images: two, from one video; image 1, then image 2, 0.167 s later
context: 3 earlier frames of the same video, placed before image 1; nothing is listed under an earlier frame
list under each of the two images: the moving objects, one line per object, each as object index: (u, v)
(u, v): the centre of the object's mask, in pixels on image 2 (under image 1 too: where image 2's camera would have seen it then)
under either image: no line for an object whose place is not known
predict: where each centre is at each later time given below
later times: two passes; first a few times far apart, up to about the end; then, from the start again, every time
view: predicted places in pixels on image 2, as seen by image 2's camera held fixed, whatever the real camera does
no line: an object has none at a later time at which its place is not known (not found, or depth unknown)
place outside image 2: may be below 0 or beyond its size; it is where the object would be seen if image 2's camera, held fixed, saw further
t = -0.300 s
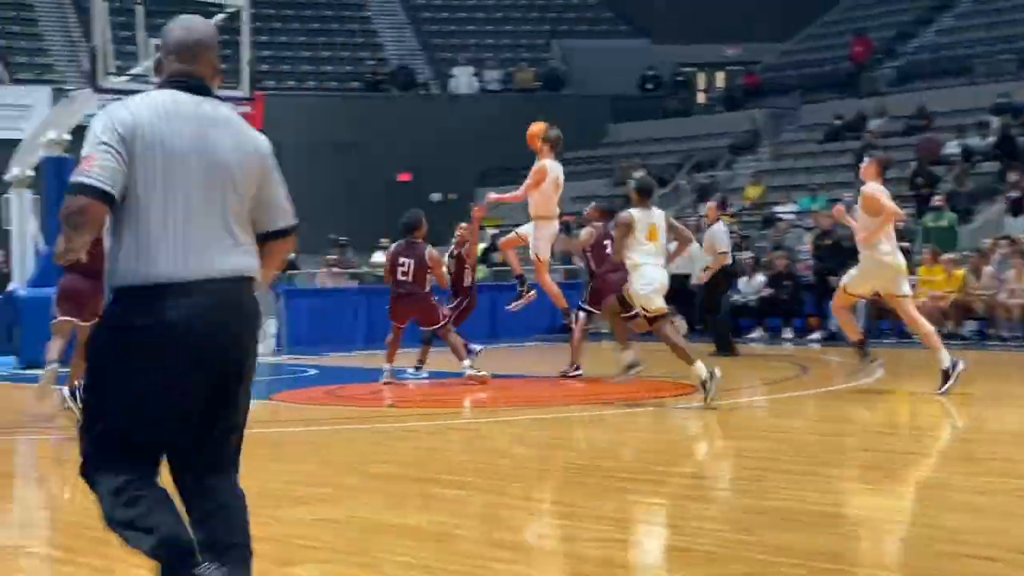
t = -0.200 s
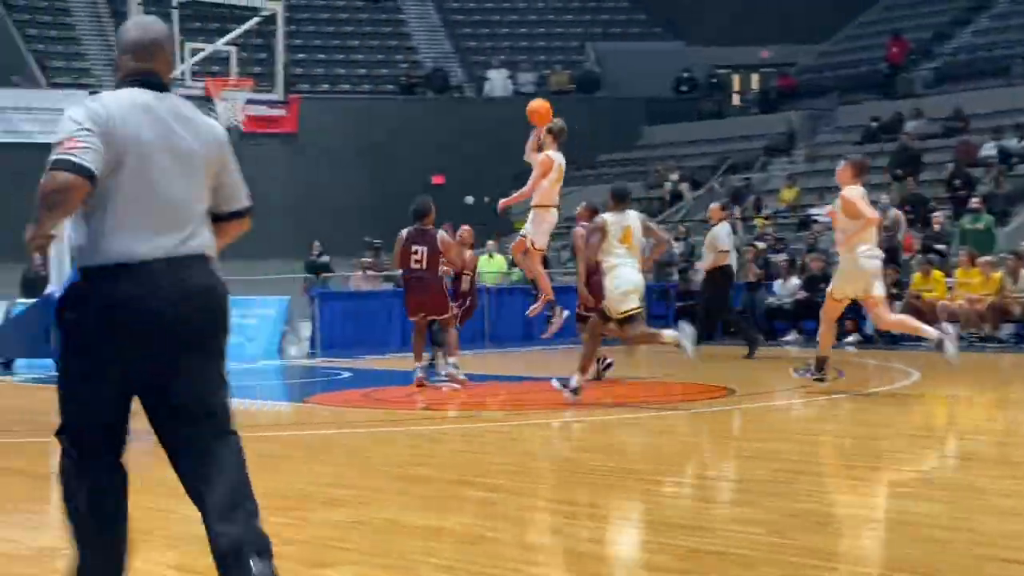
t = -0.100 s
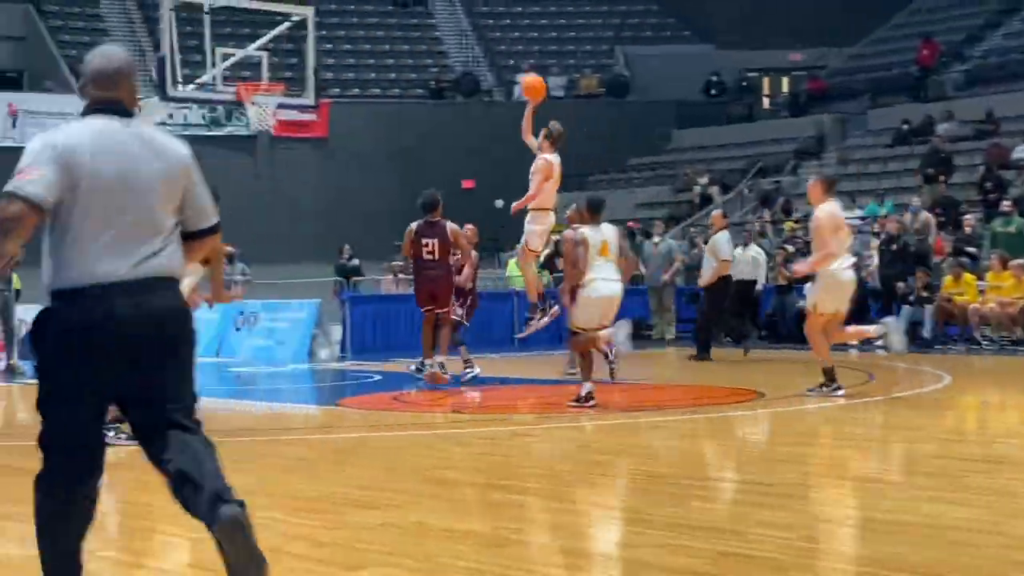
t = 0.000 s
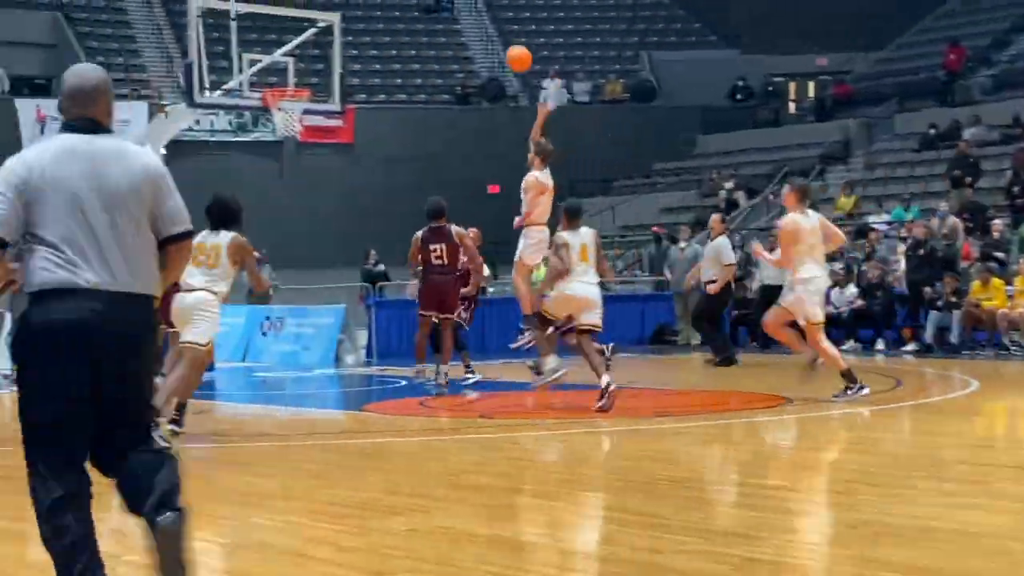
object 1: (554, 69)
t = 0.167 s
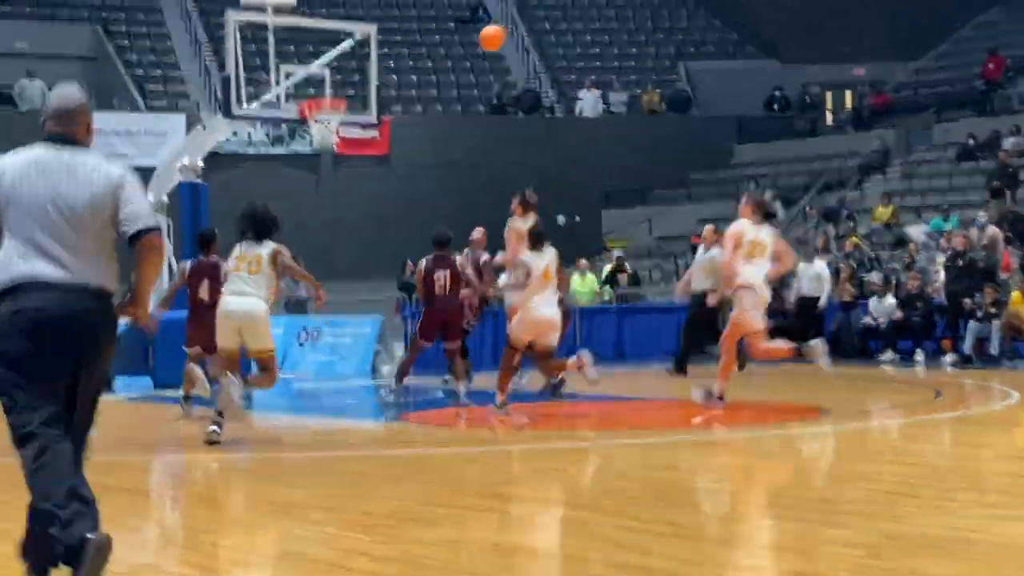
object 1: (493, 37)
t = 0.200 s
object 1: (479, 35)
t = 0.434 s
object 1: (397, 44)
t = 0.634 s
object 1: (332, 90)
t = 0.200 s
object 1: (479, 35)
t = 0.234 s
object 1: (467, 33)
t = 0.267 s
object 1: (455, 32)
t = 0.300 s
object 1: (443, 33)
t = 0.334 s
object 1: (432, 34)
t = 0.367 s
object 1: (420, 37)
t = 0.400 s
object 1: (409, 40)
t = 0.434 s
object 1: (397, 44)
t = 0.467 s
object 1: (387, 50)
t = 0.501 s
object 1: (375, 57)
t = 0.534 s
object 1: (365, 64)
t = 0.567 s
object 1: (353, 73)
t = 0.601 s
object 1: (343, 82)
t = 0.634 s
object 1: (332, 90)
